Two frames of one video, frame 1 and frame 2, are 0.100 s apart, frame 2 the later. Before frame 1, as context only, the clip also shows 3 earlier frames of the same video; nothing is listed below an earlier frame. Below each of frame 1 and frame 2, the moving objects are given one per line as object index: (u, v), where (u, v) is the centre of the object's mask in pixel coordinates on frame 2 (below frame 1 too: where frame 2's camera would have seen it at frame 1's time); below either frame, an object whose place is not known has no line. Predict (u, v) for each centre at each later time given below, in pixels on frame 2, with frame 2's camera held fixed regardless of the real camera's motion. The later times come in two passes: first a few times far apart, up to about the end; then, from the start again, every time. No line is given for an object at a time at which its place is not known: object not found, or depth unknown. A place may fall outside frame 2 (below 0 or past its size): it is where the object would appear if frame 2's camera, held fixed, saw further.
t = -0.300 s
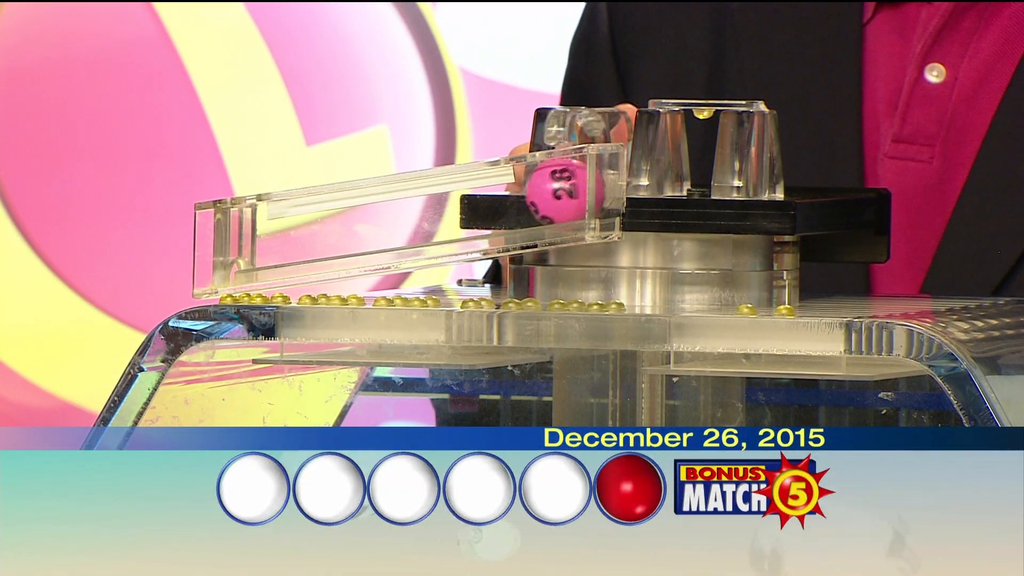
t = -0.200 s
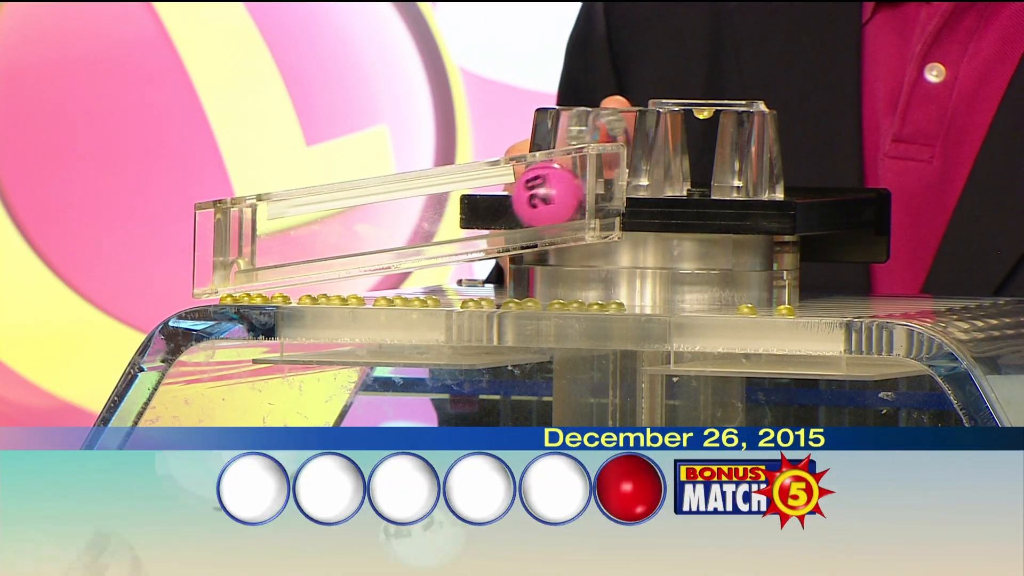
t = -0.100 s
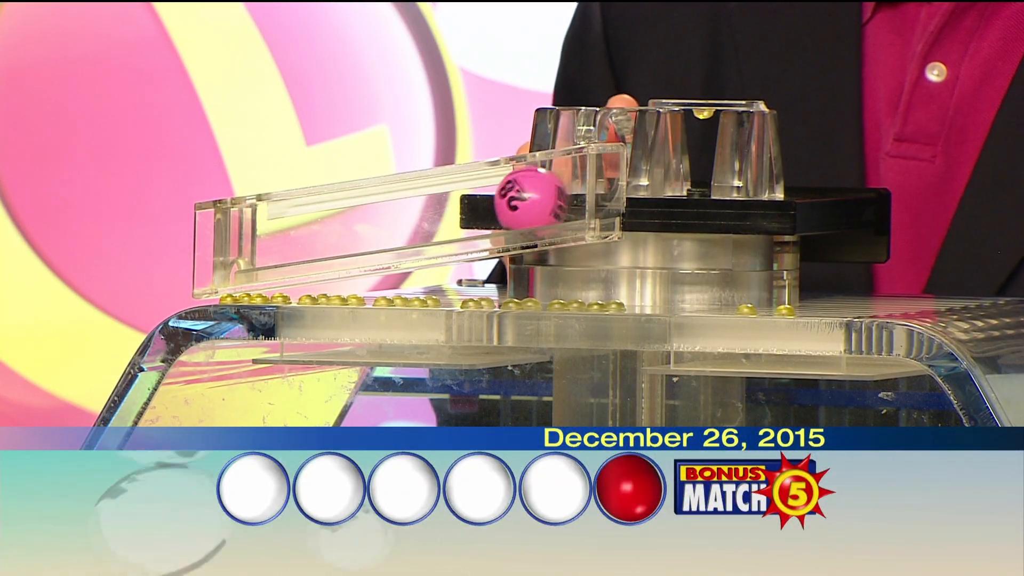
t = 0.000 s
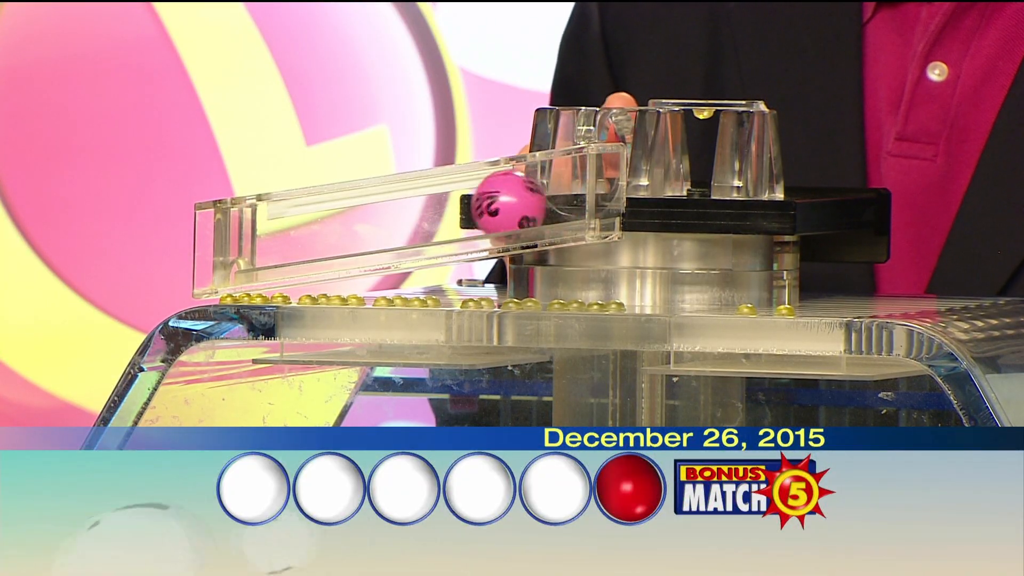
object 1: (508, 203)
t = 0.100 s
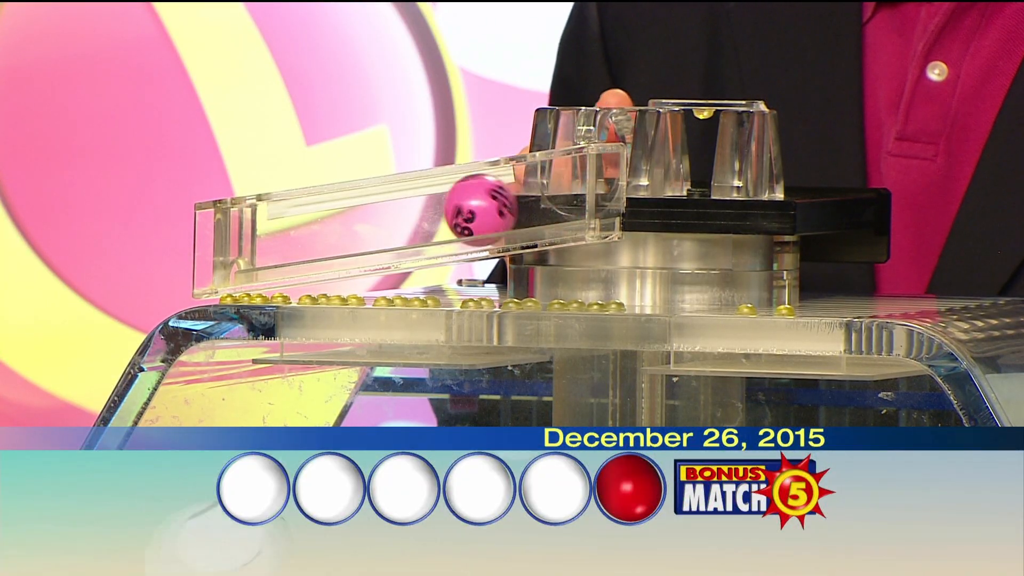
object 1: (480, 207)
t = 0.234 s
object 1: (429, 215)
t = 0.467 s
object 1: (310, 235)
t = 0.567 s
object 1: (288, 237)
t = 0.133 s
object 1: (469, 211)
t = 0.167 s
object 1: (456, 212)
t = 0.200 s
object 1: (443, 215)
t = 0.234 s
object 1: (429, 215)
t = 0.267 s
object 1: (414, 218)
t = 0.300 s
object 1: (399, 221)
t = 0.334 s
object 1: (382, 221)
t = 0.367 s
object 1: (365, 226)
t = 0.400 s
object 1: (348, 229)
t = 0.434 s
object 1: (329, 232)
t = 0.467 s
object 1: (310, 235)
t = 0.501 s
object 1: (290, 235)
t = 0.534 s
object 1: (281, 239)
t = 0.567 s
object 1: (288, 237)
